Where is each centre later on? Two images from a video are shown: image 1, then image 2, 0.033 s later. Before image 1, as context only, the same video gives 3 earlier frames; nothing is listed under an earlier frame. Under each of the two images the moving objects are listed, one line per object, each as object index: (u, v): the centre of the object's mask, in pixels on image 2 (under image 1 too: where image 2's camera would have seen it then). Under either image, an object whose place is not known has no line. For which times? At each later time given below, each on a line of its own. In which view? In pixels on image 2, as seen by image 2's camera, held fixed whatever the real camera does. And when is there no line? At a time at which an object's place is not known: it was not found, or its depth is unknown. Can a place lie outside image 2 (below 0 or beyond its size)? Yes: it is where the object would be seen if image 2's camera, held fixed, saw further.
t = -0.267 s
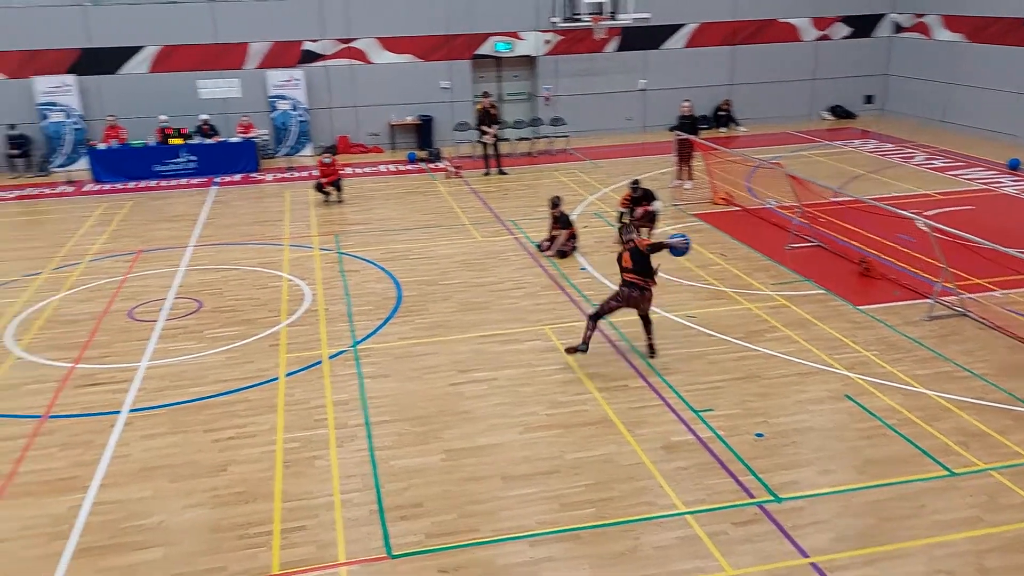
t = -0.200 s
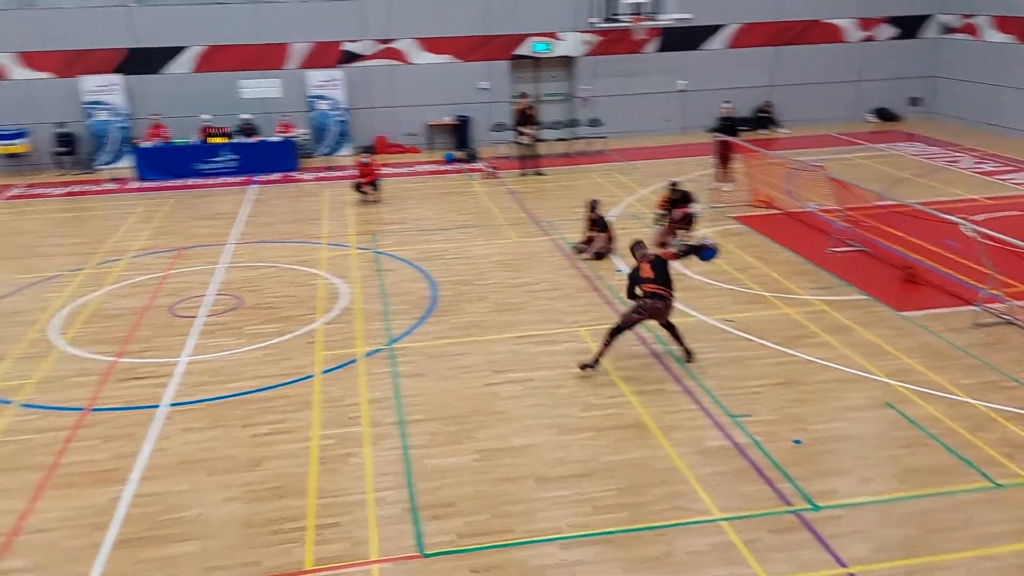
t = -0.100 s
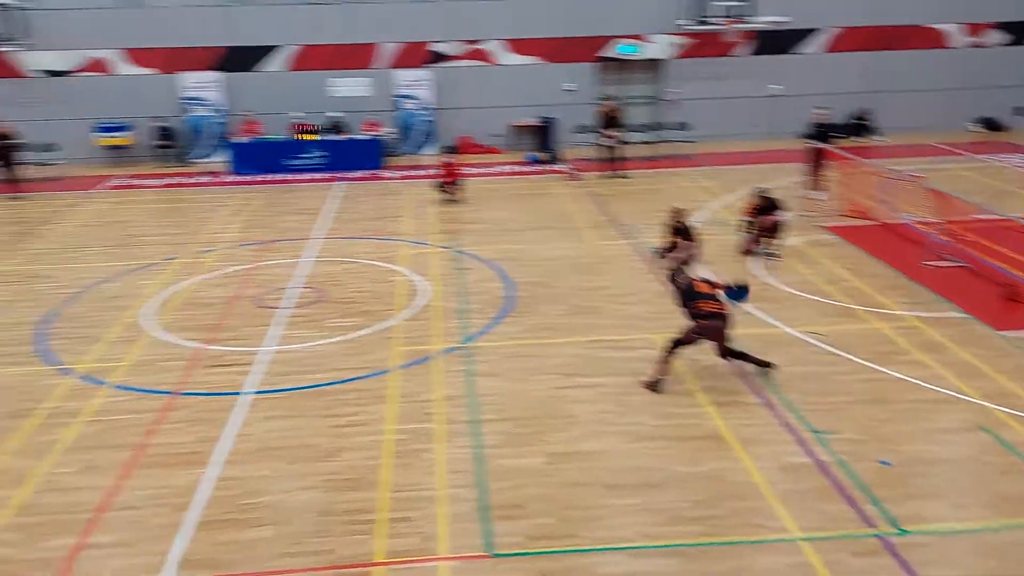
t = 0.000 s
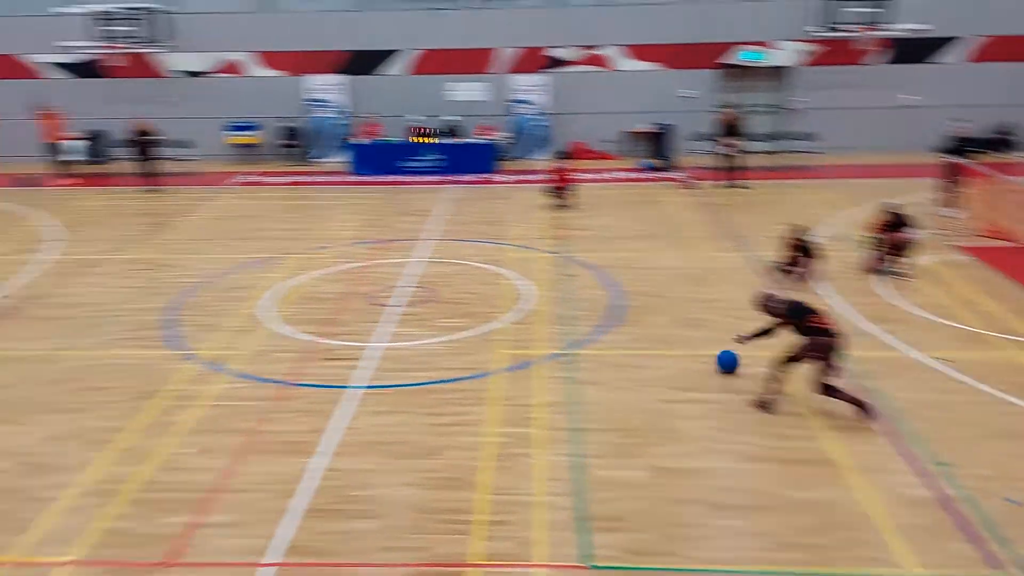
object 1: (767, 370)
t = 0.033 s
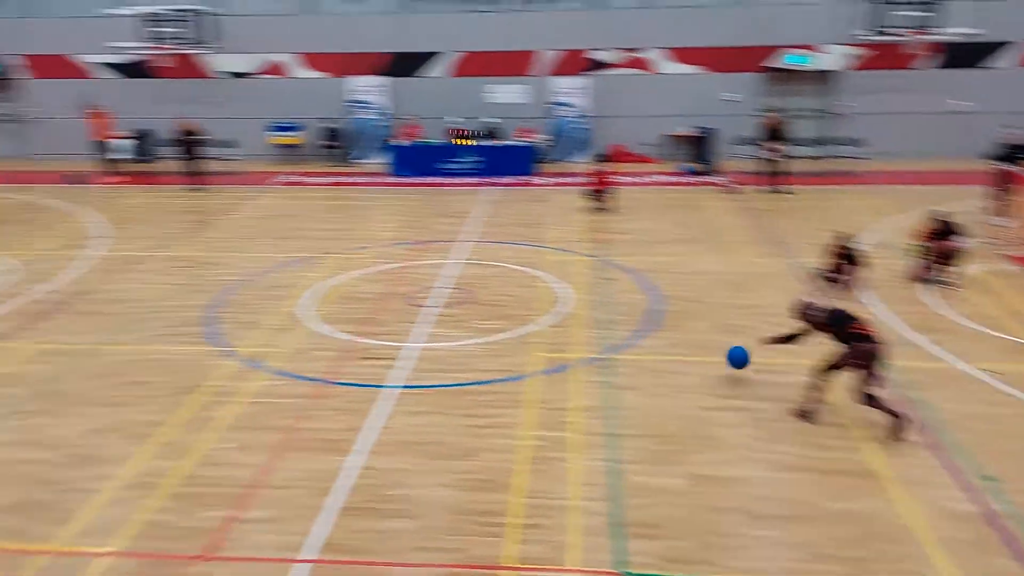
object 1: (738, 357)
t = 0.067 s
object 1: (709, 347)
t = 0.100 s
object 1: (680, 337)
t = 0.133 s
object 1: (650, 329)
